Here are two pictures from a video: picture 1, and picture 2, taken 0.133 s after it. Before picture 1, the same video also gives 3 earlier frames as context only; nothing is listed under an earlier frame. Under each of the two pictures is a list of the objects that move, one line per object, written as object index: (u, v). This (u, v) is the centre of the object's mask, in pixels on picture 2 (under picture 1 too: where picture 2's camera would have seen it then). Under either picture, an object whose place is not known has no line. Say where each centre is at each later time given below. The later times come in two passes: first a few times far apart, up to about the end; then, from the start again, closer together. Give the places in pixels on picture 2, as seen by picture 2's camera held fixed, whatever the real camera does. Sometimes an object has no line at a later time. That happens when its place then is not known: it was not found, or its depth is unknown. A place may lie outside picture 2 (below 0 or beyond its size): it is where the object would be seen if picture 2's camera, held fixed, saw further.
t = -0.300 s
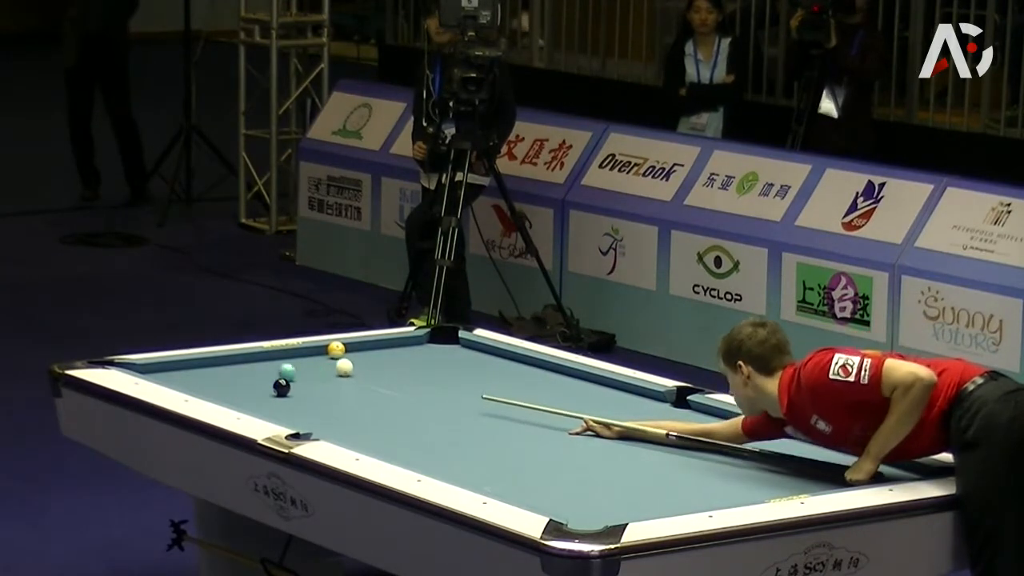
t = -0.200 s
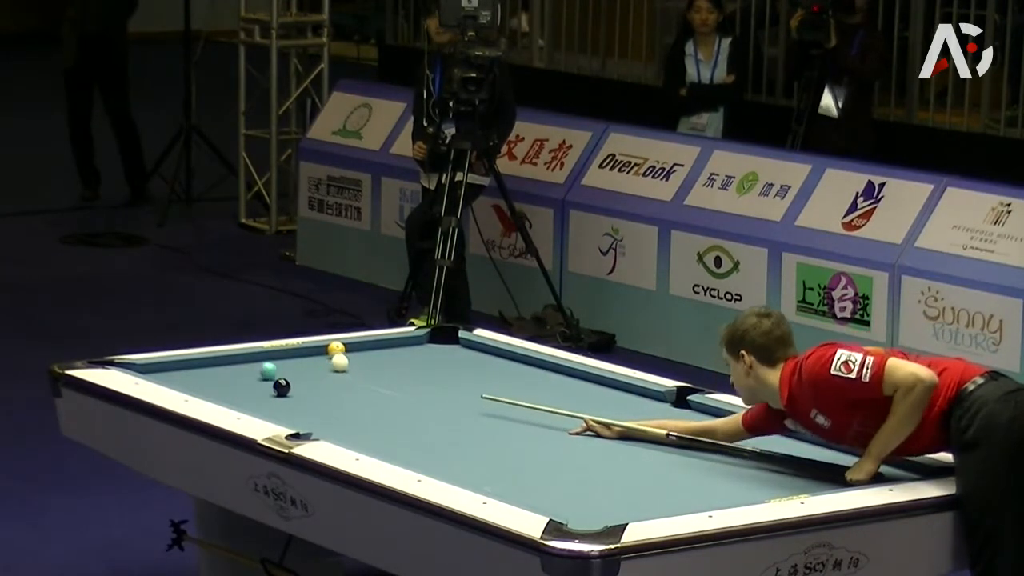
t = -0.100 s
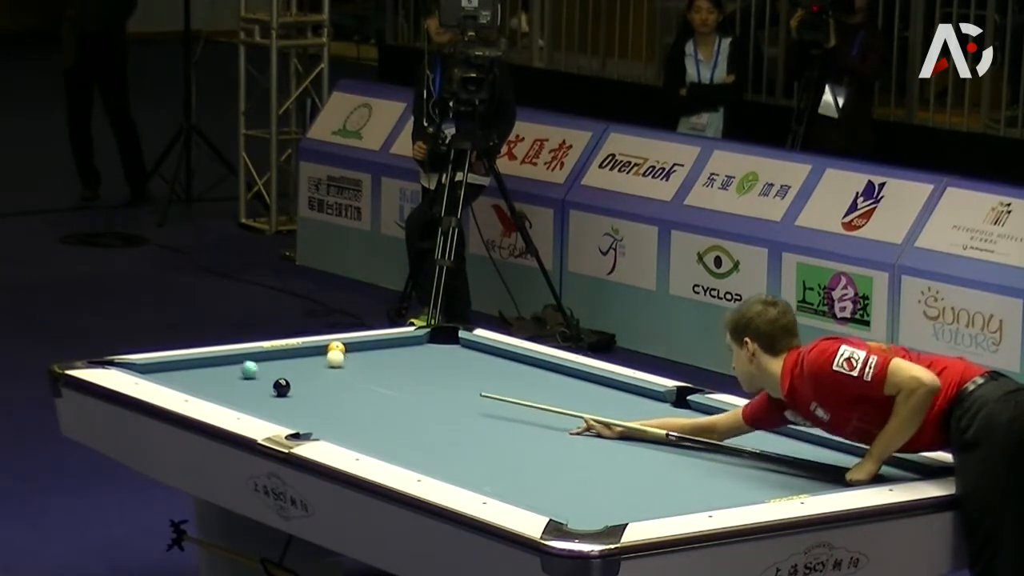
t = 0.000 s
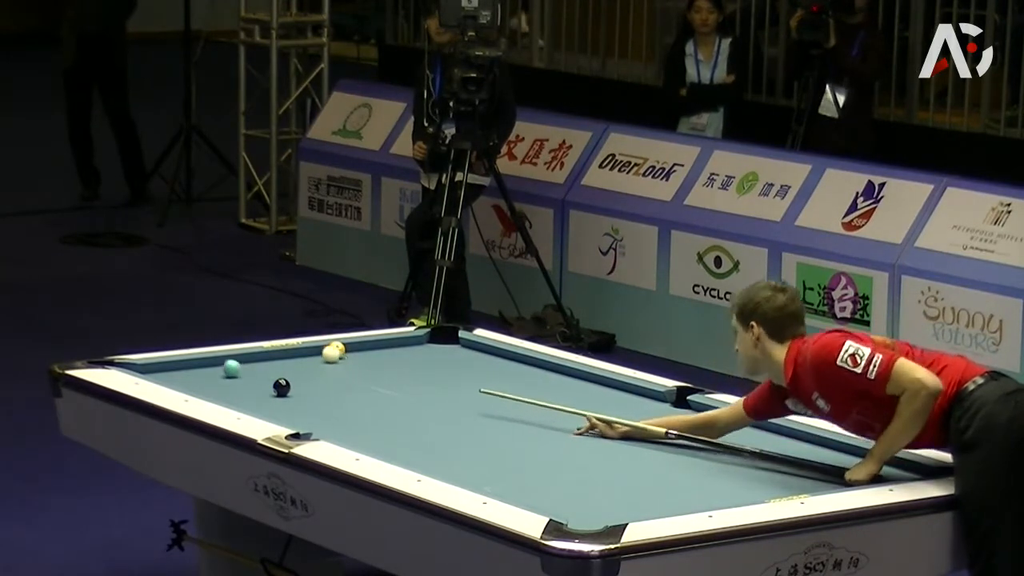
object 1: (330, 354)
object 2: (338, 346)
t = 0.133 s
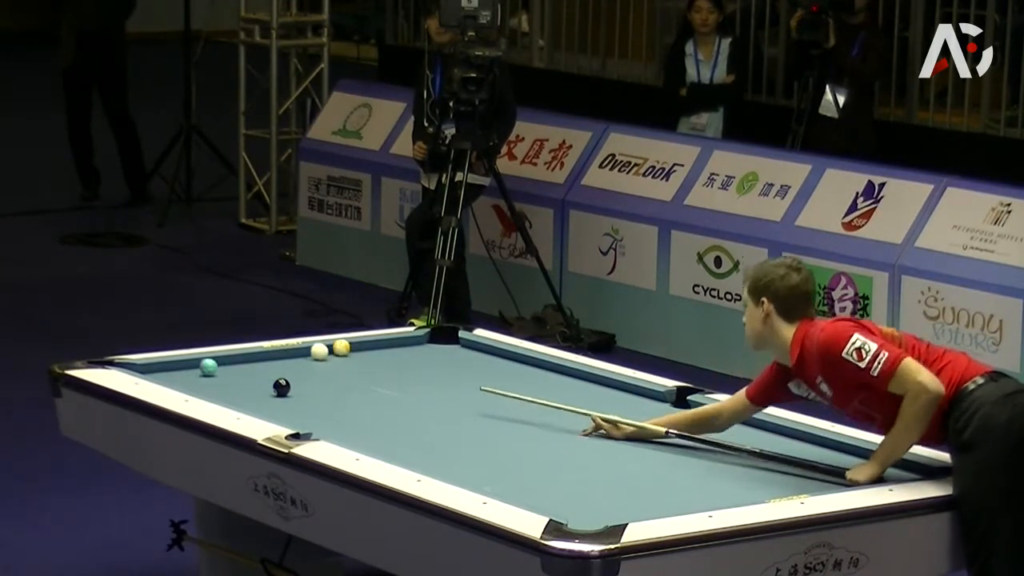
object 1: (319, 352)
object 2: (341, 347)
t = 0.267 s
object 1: (312, 351)
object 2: (351, 347)
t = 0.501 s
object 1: (314, 354)
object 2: (367, 347)
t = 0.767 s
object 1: (316, 357)
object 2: (384, 347)
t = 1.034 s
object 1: (318, 360)
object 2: (400, 346)
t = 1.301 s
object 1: (319, 363)
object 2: (414, 347)
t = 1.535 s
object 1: (320, 365)
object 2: (425, 347)
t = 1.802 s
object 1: (321, 367)
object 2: (435, 347)
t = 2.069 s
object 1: (321, 369)
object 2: (445, 346)
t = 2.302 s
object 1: (321, 370)
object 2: (451, 346)
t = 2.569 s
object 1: (321, 371)
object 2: (458, 346)
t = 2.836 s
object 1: (320, 372)
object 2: (462, 346)
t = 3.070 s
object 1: (320, 373)
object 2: (464, 346)
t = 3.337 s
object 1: (320, 373)
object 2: (466, 346)
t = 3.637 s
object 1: (320, 373)
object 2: (465, 346)
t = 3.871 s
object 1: (320, 373)
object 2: (465, 346)
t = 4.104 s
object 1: (320, 373)
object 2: (465, 346)
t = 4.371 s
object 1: (320, 373)
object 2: (465, 346)
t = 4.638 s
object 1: (320, 373)
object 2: (465, 346)
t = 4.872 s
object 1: (320, 373)
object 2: (465, 346)
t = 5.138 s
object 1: (320, 373)
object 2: (465, 346)
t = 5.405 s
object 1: (320, 373)
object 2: (465, 346)
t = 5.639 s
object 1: (320, 372)
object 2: (465, 346)
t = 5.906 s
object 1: (320, 373)
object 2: (465, 346)
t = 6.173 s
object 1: (320, 373)
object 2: (465, 346)
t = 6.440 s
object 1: (320, 373)
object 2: (465, 346)
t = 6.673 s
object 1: (320, 373)
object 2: (465, 346)
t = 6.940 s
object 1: (320, 373)
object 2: (465, 346)
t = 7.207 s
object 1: (320, 372)
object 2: (465, 346)
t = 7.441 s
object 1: (320, 373)
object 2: (465, 346)
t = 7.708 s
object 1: (320, 373)
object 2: (465, 346)
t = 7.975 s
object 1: (320, 373)
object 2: (465, 346)
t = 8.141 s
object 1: (320, 373)
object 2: (465, 346)
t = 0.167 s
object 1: (316, 351)
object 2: (343, 347)
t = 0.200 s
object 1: (313, 350)
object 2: (346, 347)
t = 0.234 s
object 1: (312, 351)
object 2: (348, 347)
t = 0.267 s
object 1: (312, 351)
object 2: (351, 347)
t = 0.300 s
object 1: (312, 351)
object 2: (353, 347)
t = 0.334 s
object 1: (313, 352)
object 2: (356, 347)
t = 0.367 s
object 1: (313, 352)
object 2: (358, 347)
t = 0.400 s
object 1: (313, 353)
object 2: (361, 347)
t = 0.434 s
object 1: (314, 353)
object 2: (363, 347)
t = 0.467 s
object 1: (314, 354)
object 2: (365, 347)
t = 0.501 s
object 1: (314, 354)
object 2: (367, 347)
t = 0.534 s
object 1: (314, 354)
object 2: (369, 347)
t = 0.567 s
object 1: (315, 355)
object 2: (371, 347)
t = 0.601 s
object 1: (315, 355)
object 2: (374, 346)
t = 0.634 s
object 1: (315, 355)
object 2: (376, 344)
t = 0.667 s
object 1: (315, 356)
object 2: (378, 345)
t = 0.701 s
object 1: (316, 356)
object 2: (380, 346)
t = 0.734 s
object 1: (316, 357)
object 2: (382, 347)
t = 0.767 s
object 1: (316, 357)
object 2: (384, 347)
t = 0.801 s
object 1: (316, 357)
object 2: (386, 346)
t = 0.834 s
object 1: (317, 358)
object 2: (388, 346)
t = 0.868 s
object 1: (317, 358)
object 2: (390, 347)
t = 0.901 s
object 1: (317, 359)
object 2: (392, 347)
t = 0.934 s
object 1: (317, 359)
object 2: (394, 346)
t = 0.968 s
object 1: (317, 359)
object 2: (396, 346)
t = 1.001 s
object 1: (317, 360)
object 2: (398, 347)
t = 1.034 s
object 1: (318, 360)
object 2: (400, 346)
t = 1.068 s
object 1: (318, 360)
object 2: (402, 347)
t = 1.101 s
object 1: (318, 361)
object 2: (404, 347)
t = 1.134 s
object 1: (318, 361)
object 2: (405, 346)
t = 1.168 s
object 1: (318, 361)
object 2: (407, 346)
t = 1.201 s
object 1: (318, 362)
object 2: (409, 346)
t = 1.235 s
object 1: (319, 362)
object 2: (411, 346)
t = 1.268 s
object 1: (319, 362)
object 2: (412, 346)
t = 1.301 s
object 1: (319, 363)
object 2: (414, 347)
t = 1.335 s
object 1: (319, 363)
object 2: (415, 347)
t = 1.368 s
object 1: (319, 363)
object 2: (417, 347)
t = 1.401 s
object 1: (319, 364)
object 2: (419, 346)
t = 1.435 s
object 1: (319, 364)
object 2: (420, 346)
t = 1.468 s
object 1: (319, 364)
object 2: (421, 347)
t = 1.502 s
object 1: (320, 364)
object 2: (423, 346)
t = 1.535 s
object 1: (320, 365)
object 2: (425, 347)
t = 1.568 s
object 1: (320, 365)
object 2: (426, 346)
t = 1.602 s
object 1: (320, 365)
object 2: (427, 347)
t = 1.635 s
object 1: (320, 366)
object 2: (429, 347)
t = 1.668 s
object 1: (320, 366)
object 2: (430, 347)
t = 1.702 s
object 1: (320, 366)
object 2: (432, 347)
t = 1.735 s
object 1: (321, 367)
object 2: (433, 347)
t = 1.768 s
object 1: (321, 367)
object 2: (434, 347)
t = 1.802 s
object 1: (321, 367)
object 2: (435, 347)
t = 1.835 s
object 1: (321, 367)
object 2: (437, 346)
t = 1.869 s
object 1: (321, 368)
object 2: (438, 346)
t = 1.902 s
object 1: (321, 368)
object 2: (439, 346)
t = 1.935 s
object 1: (321, 368)
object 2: (440, 347)
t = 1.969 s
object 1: (321, 368)
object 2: (441, 346)
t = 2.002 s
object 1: (321, 368)
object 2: (442, 346)
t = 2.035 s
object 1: (321, 369)
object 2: (444, 346)
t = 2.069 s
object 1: (321, 369)
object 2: (445, 346)
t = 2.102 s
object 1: (321, 369)
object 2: (446, 346)
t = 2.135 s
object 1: (321, 370)
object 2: (447, 346)
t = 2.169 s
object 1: (321, 370)
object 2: (448, 346)
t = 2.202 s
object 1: (321, 370)
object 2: (449, 346)
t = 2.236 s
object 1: (321, 370)
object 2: (450, 346)
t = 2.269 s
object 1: (321, 370)
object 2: (451, 346)
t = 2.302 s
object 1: (321, 370)
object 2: (451, 346)
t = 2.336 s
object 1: (321, 371)
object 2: (452, 346)
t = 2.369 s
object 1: (321, 371)
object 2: (453, 346)
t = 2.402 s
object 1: (321, 371)
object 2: (454, 346)
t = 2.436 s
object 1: (321, 371)
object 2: (455, 346)
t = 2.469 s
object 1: (321, 371)
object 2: (456, 346)
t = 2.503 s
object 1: (321, 371)
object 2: (456, 346)
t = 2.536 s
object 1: (321, 371)
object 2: (457, 346)
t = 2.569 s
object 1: (321, 371)
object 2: (458, 346)
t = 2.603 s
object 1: (321, 372)
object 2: (458, 346)
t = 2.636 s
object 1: (321, 372)
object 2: (459, 346)
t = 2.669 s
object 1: (321, 372)
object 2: (460, 346)
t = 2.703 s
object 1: (321, 372)
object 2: (460, 346)
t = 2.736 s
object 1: (321, 372)
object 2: (461, 346)
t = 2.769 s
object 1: (320, 372)
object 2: (461, 346)
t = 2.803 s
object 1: (320, 372)
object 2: (462, 346)
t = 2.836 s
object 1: (320, 372)
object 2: (462, 346)
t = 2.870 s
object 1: (320, 372)
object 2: (463, 346)
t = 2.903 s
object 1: (320, 372)
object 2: (463, 346)
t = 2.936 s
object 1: (320, 373)
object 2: (463, 346)
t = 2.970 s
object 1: (320, 373)
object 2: (463, 346)
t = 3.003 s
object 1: (320, 373)
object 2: (464, 346)
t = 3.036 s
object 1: (320, 373)
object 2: (464, 346)
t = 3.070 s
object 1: (320, 373)
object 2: (464, 346)
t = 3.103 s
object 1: (320, 373)
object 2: (465, 346)
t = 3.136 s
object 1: (320, 373)
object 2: (465, 346)
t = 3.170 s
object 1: (320, 373)
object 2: (465, 346)
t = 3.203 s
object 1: (320, 373)
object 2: (465, 346)
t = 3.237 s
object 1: (320, 373)
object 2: (465, 346)
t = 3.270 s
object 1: (320, 373)
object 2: (466, 346)
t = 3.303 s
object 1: (320, 373)
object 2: (465, 346)
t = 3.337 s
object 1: (320, 373)
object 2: (466, 346)
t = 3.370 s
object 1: (320, 373)
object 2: (465, 346)
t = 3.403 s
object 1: (320, 373)
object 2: (465, 346)
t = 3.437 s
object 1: (320, 373)
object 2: (466, 346)
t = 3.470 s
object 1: (320, 373)
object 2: (466, 346)
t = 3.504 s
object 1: (320, 373)
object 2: (465, 346)
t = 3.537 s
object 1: (320, 373)
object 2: (465, 346)
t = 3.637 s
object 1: (320, 373)
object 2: (465, 346)
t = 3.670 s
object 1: (320, 373)
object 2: (465, 346)
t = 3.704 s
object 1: (320, 373)
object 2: (465, 346)
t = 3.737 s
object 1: (320, 373)
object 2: (465, 346)
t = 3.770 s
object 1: (320, 373)
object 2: (465, 346)
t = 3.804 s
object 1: (320, 373)
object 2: (465, 346)
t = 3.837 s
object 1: (320, 373)
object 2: (465, 346)
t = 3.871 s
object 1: (320, 373)
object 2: (465, 346)
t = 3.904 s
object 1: (320, 373)
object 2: (465, 346)
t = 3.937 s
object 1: (320, 373)
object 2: (465, 346)
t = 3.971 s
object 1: (320, 373)
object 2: (465, 346)
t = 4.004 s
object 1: (320, 373)
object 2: (465, 346)
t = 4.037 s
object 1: (320, 373)
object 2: (465, 346)
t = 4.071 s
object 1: (320, 373)
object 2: (465, 346)
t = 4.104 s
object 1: (320, 373)
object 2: (465, 346)
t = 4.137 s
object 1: (320, 373)
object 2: (465, 346)
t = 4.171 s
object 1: (320, 373)
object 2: (465, 346)
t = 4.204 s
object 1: (320, 373)
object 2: (465, 346)
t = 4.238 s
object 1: (320, 373)
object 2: (465, 346)
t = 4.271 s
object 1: (320, 373)
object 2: (465, 346)
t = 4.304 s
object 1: (320, 373)
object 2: (465, 346)
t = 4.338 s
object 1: (320, 373)
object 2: (465, 346)
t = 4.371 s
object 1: (320, 373)
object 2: (465, 346)
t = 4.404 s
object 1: (320, 373)
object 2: (465, 346)
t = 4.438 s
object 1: (320, 373)
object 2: (465, 346)
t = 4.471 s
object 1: (320, 373)
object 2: (465, 346)
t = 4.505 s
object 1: (320, 373)
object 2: (465, 346)
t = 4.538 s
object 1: (320, 373)
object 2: (465, 346)
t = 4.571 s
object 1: (320, 373)
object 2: (465, 346)
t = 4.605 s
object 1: (320, 373)
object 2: (465, 346)
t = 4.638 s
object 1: (320, 373)
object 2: (465, 346)
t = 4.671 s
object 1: (320, 372)
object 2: (465, 346)
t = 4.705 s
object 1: (320, 373)
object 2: (465, 346)
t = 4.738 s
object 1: (320, 373)
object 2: (465, 346)
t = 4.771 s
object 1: (320, 373)
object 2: (465, 346)
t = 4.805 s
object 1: (320, 372)
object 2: (465, 346)
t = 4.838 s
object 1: (320, 373)
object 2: (465, 346)
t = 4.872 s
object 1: (320, 373)
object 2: (465, 346)
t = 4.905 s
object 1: (320, 373)
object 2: (465, 346)
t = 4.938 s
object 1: (320, 373)
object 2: (465, 346)
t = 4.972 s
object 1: (320, 373)
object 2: (465, 346)
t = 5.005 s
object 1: (320, 373)
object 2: (465, 346)
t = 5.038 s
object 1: (320, 372)
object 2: (465, 346)
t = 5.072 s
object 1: (320, 372)
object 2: (465, 346)
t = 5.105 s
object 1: (320, 372)
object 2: (465, 346)
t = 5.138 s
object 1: (320, 373)
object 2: (465, 346)
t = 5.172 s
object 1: (320, 373)
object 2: (465, 346)
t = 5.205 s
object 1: (320, 373)
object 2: (465, 346)
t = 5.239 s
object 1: (320, 373)
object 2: (465, 346)
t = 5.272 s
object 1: (320, 373)
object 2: (465, 346)
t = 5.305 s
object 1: (320, 373)
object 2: (465, 346)
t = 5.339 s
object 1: (320, 373)
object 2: (465, 346)
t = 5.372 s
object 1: (320, 373)
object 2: (465, 346)
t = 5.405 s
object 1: (320, 373)
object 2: (465, 346)
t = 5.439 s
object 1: (320, 373)
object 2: (465, 346)
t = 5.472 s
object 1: (320, 372)
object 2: (465, 346)
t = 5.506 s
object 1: (320, 373)
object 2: (465, 346)
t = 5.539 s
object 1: (320, 373)
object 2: (465, 346)
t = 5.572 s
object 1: (320, 372)
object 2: (465, 346)
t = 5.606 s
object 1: (320, 372)
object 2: (465, 346)
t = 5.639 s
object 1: (320, 372)
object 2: (465, 346)
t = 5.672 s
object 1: (320, 372)
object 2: (465, 346)
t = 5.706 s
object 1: (320, 372)
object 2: (465, 346)
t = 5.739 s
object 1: (320, 373)
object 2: (465, 346)
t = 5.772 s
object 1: (320, 372)
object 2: (465, 346)
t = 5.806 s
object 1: (320, 372)
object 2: (465, 346)
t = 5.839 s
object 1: (320, 373)
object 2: (465, 346)
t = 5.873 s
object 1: (320, 372)
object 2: (465, 346)
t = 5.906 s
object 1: (320, 373)
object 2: (465, 346)
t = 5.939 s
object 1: (320, 373)
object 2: (465, 346)
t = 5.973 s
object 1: (320, 373)
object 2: (465, 346)
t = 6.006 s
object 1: (320, 373)
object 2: (465, 346)
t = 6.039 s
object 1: (320, 373)
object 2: (465, 346)
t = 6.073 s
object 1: (320, 373)
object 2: (465, 346)
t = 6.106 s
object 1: (320, 373)
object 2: (465, 346)
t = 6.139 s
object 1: (320, 373)
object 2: (465, 346)
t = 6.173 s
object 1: (320, 373)
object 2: (465, 346)
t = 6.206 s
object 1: (320, 373)
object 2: (465, 346)
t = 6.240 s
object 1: (320, 373)
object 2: (465, 346)
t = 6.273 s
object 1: (320, 373)
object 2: (465, 346)
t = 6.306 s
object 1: (320, 373)
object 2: (465, 346)
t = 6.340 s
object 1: (320, 373)
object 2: (465, 346)
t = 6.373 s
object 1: (320, 373)
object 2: (465, 346)
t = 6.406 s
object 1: (320, 373)
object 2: (465, 346)
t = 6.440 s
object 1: (320, 373)
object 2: (465, 346)
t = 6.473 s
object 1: (320, 373)
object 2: (465, 346)
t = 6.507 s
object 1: (320, 373)
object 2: (465, 346)
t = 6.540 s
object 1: (320, 373)
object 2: (465, 346)
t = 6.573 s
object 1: (320, 373)
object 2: (465, 346)
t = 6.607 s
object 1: (320, 373)
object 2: (465, 346)
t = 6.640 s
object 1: (320, 373)
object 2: (465, 346)
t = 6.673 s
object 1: (320, 373)
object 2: (465, 346)
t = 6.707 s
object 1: (320, 373)
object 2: (465, 346)
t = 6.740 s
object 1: (320, 373)
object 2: (465, 346)
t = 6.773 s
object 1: (320, 373)
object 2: (465, 346)
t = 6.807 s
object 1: (320, 373)
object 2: (465, 346)
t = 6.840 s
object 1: (320, 373)
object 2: (465, 346)
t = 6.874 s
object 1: (320, 373)
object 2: (465, 346)
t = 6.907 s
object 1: (320, 373)
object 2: (465, 346)
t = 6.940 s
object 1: (320, 373)
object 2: (465, 346)
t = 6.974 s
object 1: (320, 373)
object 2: (465, 346)
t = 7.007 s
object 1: (320, 373)
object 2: (465, 346)
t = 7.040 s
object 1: (320, 373)
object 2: (465, 346)
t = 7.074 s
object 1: (320, 372)
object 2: (465, 346)
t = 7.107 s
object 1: (320, 372)
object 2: (465, 346)
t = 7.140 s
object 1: (320, 372)
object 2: (465, 346)
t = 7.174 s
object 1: (320, 373)
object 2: (465, 346)
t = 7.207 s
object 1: (320, 372)
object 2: (465, 346)
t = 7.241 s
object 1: (320, 373)
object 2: (465, 346)
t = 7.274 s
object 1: (320, 372)
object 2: (465, 346)
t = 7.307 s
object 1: (320, 373)
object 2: (465, 346)
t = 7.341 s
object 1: (320, 373)
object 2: (465, 346)
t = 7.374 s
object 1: (320, 373)
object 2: (465, 346)
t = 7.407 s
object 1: (320, 373)
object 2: (465, 346)
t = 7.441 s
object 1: (320, 373)
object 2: (465, 346)
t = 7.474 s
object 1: (320, 373)
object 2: (465, 346)
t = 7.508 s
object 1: (320, 373)
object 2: (465, 346)
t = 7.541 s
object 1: (320, 373)
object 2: (465, 346)
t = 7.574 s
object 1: (320, 373)
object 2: (465, 346)
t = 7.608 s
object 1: (320, 373)
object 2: (465, 346)
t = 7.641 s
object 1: (320, 373)
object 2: (465, 346)
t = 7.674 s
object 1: (320, 373)
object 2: (465, 346)
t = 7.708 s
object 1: (320, 373)
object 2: (465, 346)
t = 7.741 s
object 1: (320, 373)
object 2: (465, 346)
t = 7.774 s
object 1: (320, 373)
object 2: (465, 346)
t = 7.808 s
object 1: (320, 373)
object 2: (465, 346)
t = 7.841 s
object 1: (320, 373)
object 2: (465, 346)
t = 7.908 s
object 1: (320, 373)
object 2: (465, 346)
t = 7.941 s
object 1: (320, 373)
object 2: (465, 346)
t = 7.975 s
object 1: (320, 373)
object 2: (465, 346)
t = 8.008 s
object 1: (320, 373)
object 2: (465, 346)
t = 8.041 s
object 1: (320, 373)
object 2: (465, 346)
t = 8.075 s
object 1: (320, 373)
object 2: (465, 346)
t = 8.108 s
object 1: (320, 373)
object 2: (465, 346)
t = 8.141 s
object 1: (320, 373)
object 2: (465, 346)
